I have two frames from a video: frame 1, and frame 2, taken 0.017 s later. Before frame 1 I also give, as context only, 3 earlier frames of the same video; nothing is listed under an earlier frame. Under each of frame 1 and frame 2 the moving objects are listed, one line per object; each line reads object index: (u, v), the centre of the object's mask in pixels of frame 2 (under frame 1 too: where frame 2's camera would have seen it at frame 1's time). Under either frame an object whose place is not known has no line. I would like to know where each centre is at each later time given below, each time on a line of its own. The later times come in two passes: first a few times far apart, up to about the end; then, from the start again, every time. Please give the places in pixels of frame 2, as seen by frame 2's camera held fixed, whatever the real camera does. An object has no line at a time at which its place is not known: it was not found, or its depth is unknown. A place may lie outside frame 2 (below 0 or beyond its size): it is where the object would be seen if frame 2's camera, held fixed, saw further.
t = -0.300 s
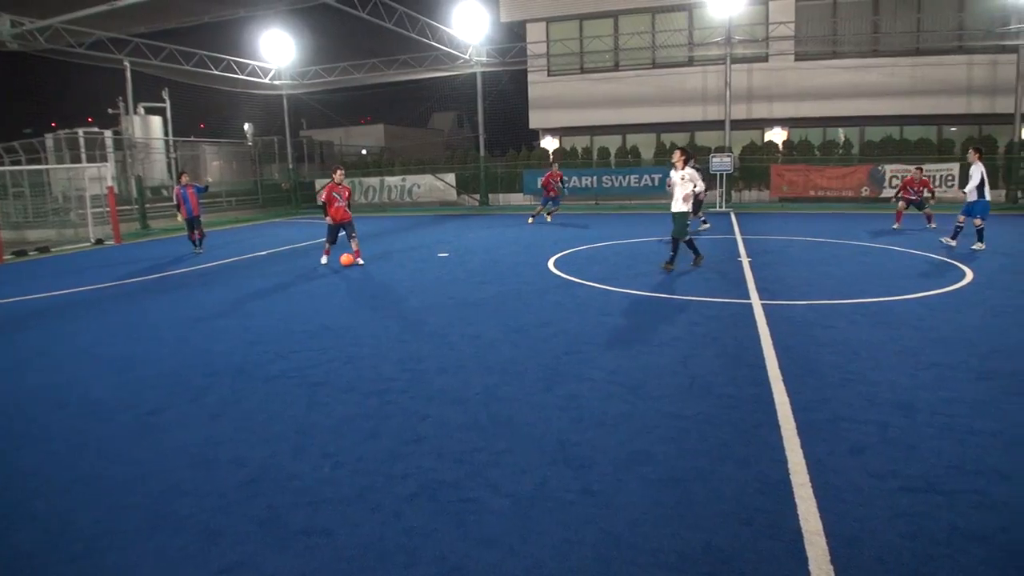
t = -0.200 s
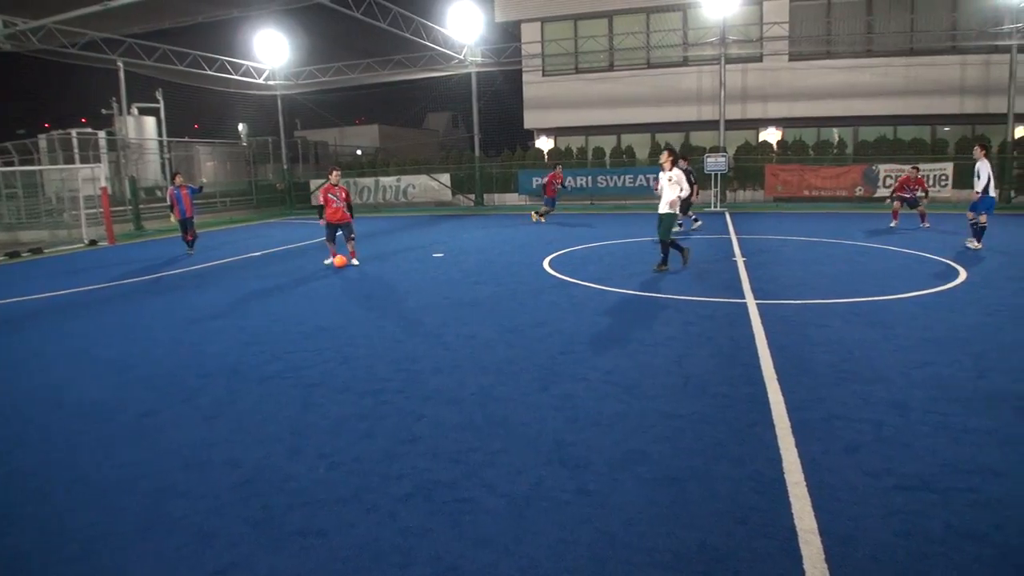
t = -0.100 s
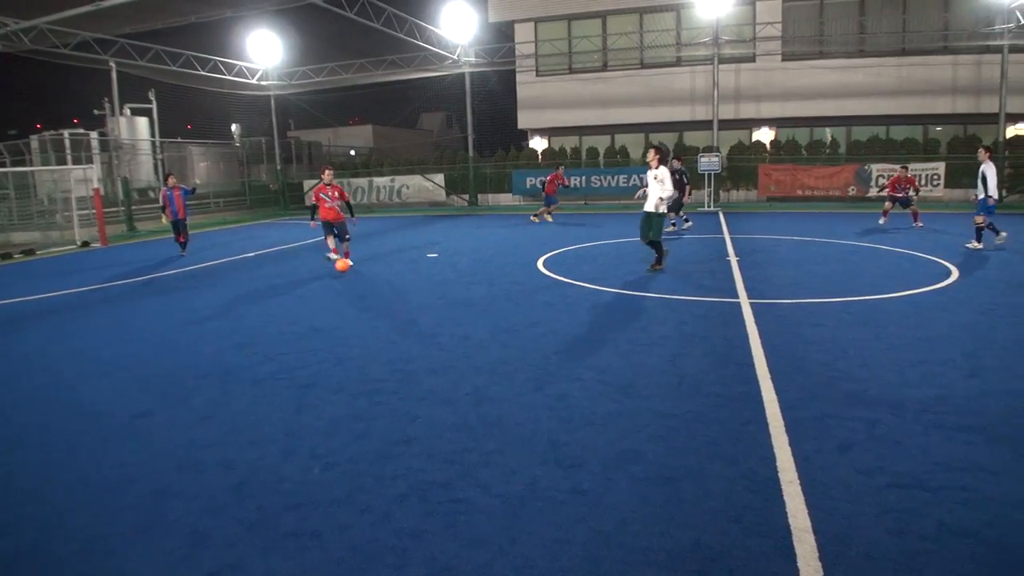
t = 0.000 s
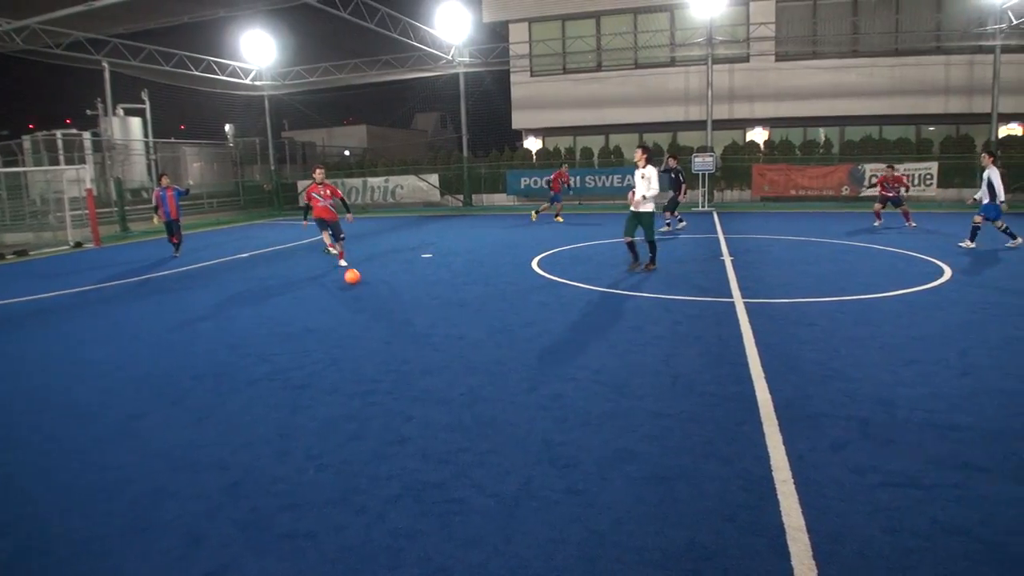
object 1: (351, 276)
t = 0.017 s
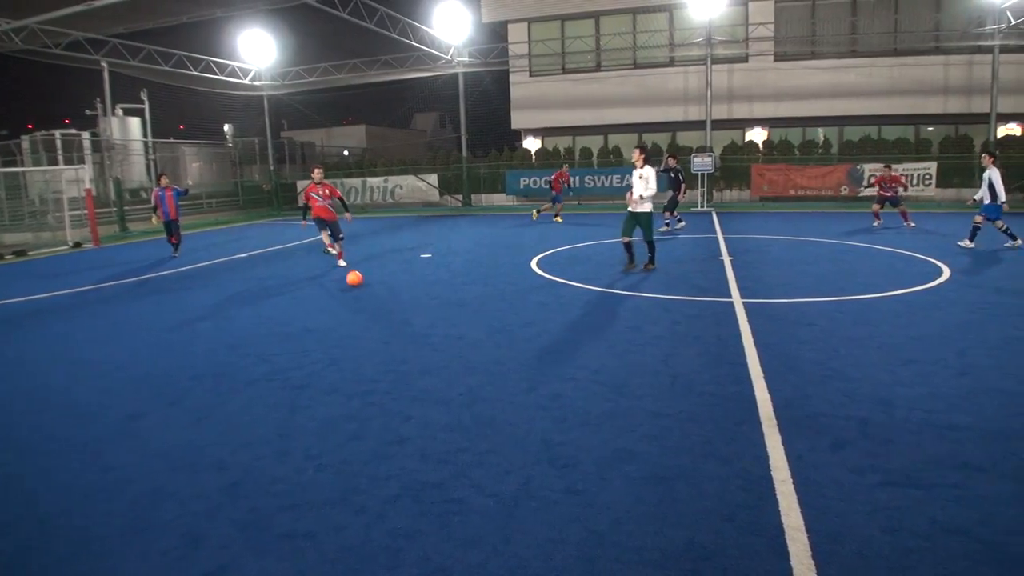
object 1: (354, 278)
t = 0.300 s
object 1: (411, 311)
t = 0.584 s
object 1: (499, 365)
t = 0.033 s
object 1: (357, 279)
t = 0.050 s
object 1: (360, 281)
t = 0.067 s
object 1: (362, 282)
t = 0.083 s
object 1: (365, 284)
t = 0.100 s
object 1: (368, 286)
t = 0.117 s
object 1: (371, 289)
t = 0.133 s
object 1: (375, 291)
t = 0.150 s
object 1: (378, 292)
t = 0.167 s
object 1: (381, 294)
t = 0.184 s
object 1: (384, 296)
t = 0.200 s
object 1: (388, 298)
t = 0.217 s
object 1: (391, 300)
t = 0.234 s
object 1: (395, 303)
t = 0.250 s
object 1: (399, 305)
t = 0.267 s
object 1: (403, 307)
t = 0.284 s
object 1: (407, 309)
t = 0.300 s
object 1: (411, 311)
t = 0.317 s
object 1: (415, 314)
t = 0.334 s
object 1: (419, 317)
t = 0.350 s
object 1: (424, 320)
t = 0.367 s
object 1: (428, 322)
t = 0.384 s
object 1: (432, 325)
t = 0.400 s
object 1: (437, 328)
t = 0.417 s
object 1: (442, 331)
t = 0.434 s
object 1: (447, 334)
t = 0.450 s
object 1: (452, 337)
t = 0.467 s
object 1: (457, 340)
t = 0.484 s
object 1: (462, 344)
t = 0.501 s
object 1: (468, 347)
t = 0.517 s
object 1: (474, 349)
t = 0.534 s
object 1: (479, 353)
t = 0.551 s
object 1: (486, 357)
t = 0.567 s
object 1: (492, 361)
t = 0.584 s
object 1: (499, 365)
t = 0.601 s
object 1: (505, 369)
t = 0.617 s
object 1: (512, 373)
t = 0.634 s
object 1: (520, 377)
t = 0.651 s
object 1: (527, 382)
